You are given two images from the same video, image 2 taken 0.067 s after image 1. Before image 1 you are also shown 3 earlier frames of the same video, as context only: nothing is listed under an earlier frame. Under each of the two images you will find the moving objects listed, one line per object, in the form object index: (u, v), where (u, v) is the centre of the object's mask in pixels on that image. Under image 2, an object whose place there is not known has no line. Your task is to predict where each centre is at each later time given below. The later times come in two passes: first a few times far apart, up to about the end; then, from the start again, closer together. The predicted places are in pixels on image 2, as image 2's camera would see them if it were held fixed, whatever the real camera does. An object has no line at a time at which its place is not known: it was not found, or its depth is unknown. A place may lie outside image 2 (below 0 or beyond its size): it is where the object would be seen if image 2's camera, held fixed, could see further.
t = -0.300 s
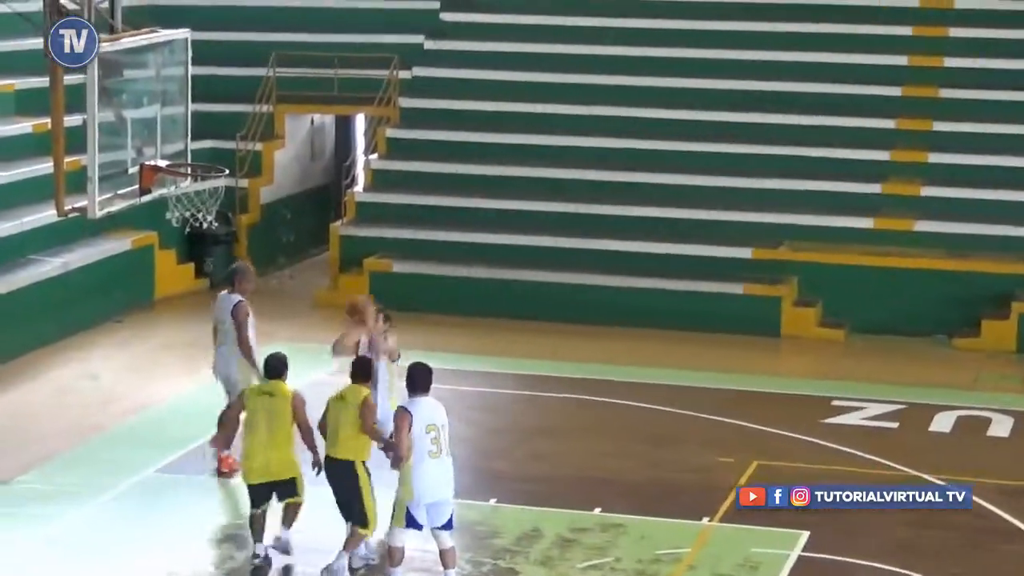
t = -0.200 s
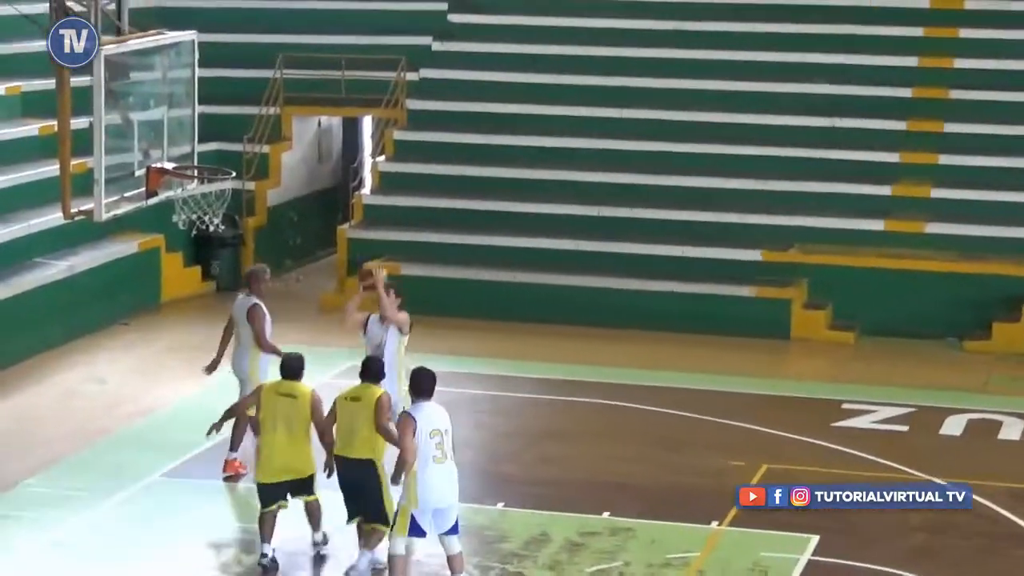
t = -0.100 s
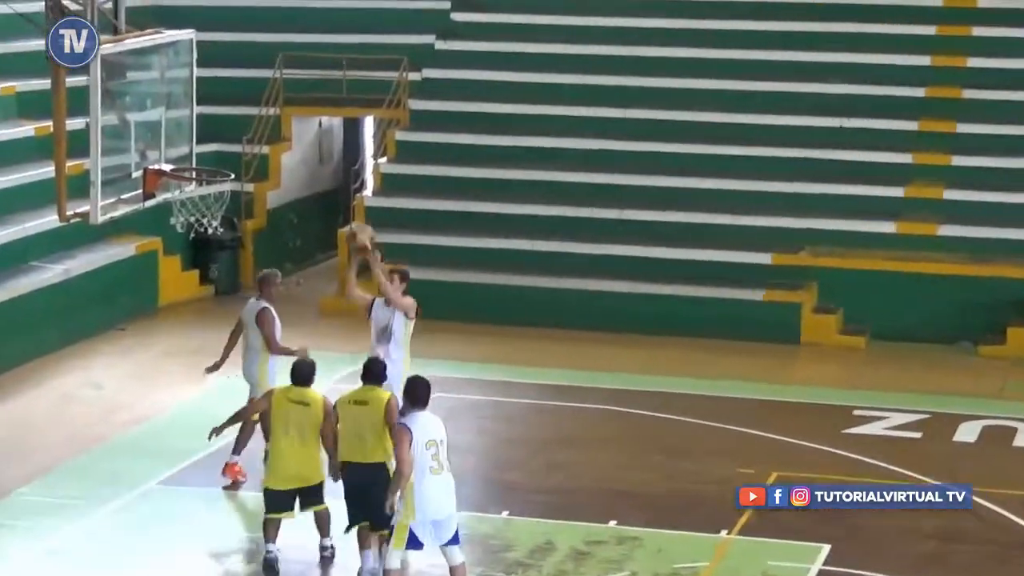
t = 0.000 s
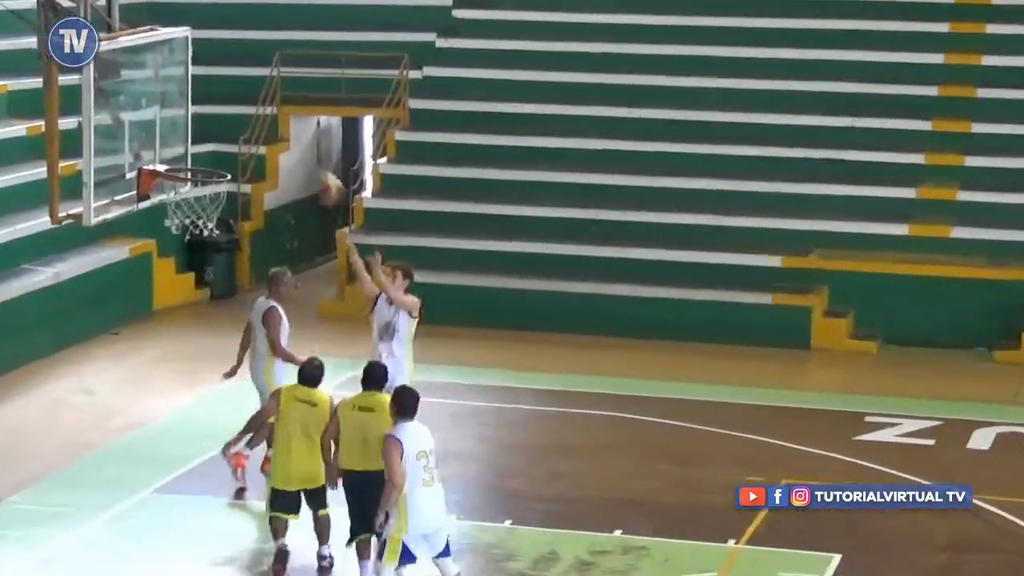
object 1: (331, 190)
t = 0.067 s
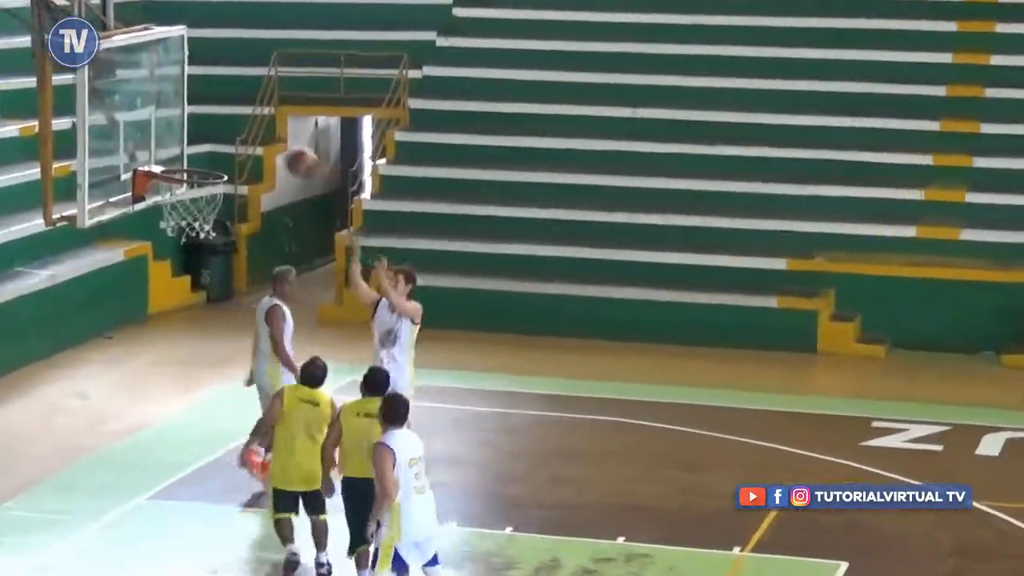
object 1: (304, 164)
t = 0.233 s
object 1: (238, 110)
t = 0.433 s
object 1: (191, 100)
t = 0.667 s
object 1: (217, 163)
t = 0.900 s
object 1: (187, 164)
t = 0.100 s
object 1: (287, 150)
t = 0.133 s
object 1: (275, 138)
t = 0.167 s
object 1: (263, 129)
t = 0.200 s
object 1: (250, 121)
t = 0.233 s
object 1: (238, 110)
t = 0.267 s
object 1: (226, 105)
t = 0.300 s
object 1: (214, 99)
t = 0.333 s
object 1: (201, 97)
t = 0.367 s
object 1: (187, 96)
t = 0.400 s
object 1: (187, 97)
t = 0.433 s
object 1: (191, 100)
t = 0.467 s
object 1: (195, 105)
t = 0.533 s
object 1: (202, 119)
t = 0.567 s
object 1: (204, 128)
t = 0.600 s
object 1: (208, 142)
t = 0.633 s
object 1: (215, 155)
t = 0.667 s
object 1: (217, 163)
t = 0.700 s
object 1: (212, 162)
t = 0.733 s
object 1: (205, 163)
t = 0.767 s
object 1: (198, 158)
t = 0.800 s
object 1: (192, 163)
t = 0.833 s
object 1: (189, 165)
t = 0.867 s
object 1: (188, 164)
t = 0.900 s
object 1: (187, 164)
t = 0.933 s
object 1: (186, 164)
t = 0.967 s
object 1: (185, 166)
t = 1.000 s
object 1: (185, 170)
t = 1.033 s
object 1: (182, 175)
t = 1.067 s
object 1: (180, 181)
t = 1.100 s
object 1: (180, 192)
